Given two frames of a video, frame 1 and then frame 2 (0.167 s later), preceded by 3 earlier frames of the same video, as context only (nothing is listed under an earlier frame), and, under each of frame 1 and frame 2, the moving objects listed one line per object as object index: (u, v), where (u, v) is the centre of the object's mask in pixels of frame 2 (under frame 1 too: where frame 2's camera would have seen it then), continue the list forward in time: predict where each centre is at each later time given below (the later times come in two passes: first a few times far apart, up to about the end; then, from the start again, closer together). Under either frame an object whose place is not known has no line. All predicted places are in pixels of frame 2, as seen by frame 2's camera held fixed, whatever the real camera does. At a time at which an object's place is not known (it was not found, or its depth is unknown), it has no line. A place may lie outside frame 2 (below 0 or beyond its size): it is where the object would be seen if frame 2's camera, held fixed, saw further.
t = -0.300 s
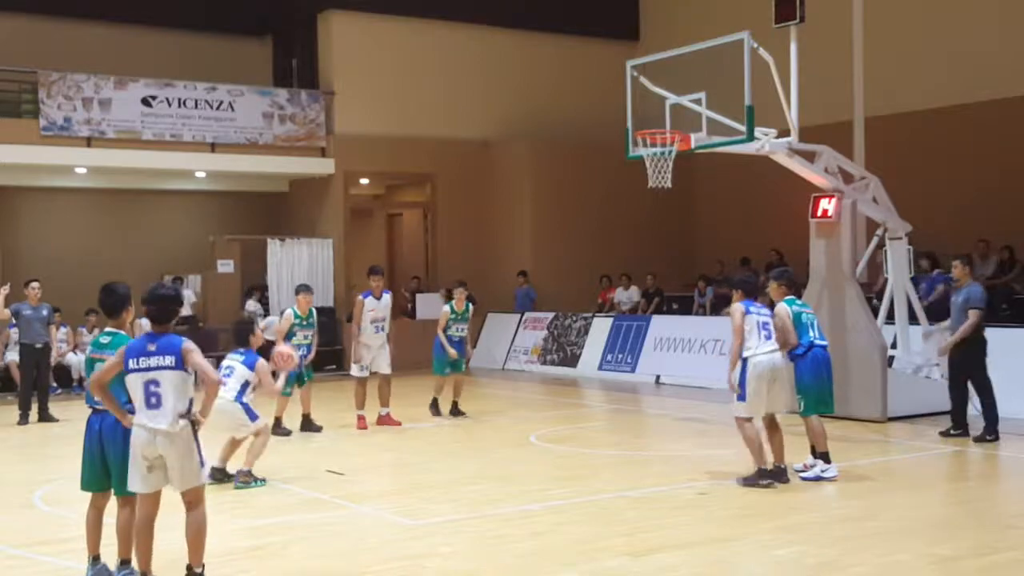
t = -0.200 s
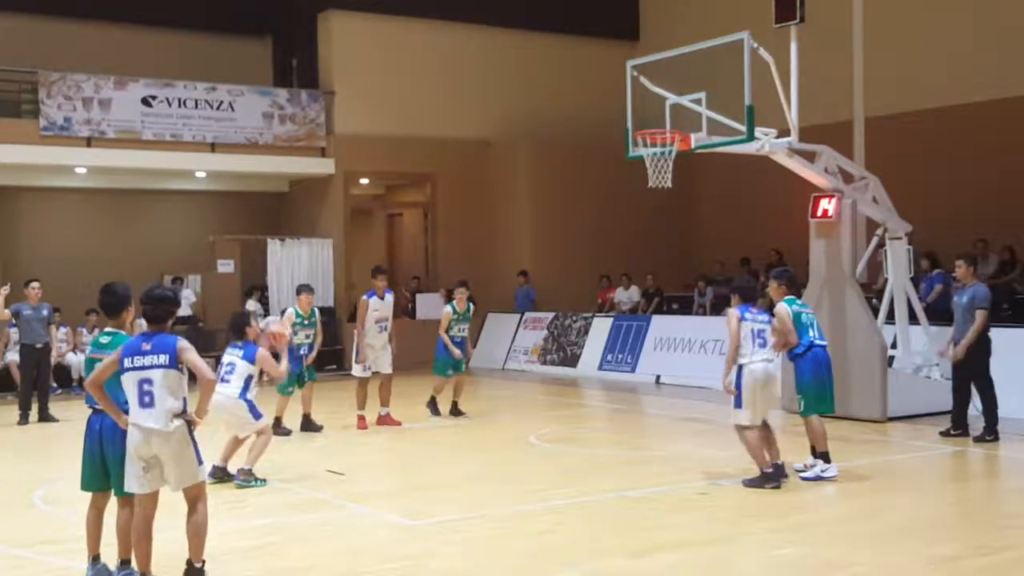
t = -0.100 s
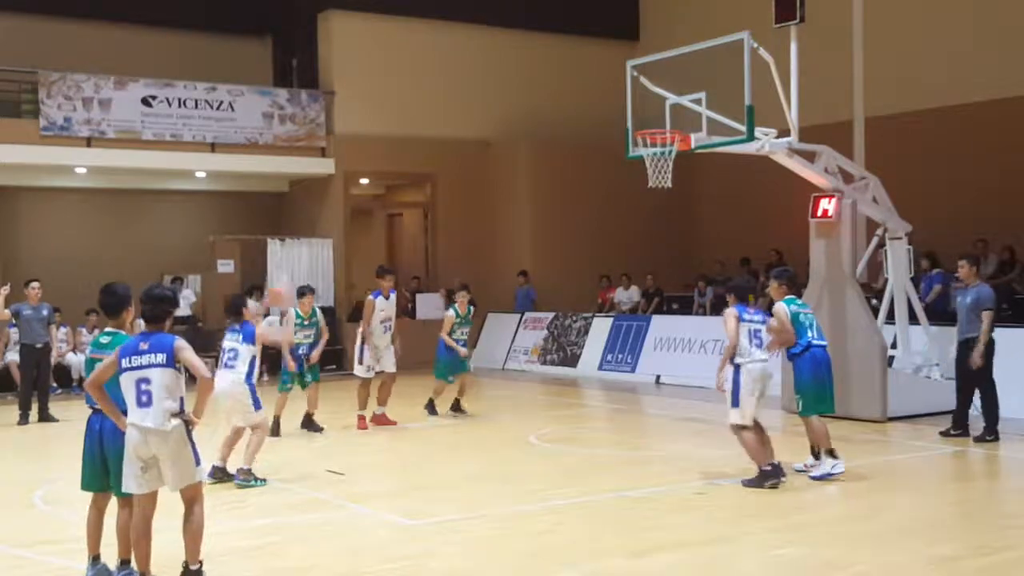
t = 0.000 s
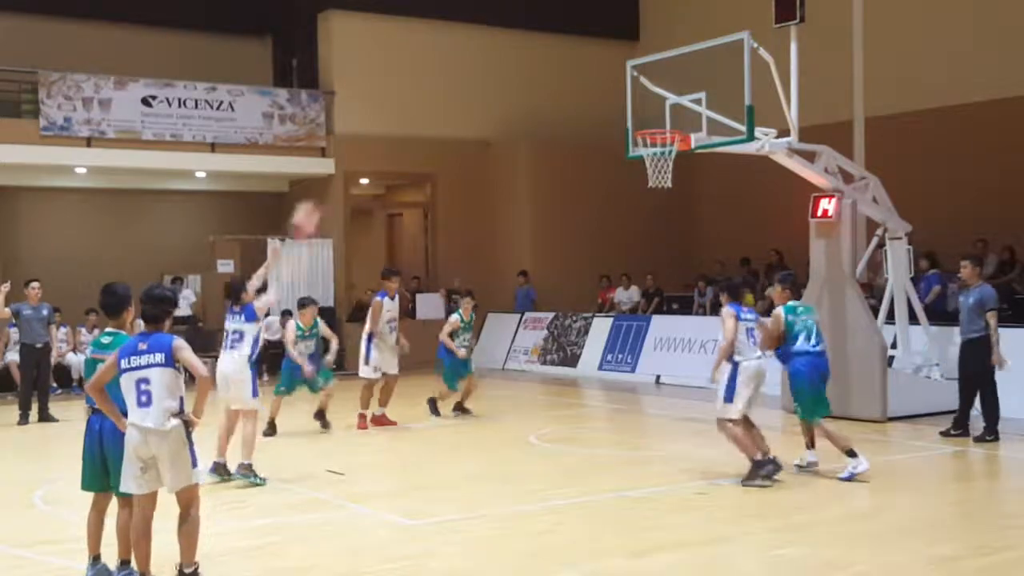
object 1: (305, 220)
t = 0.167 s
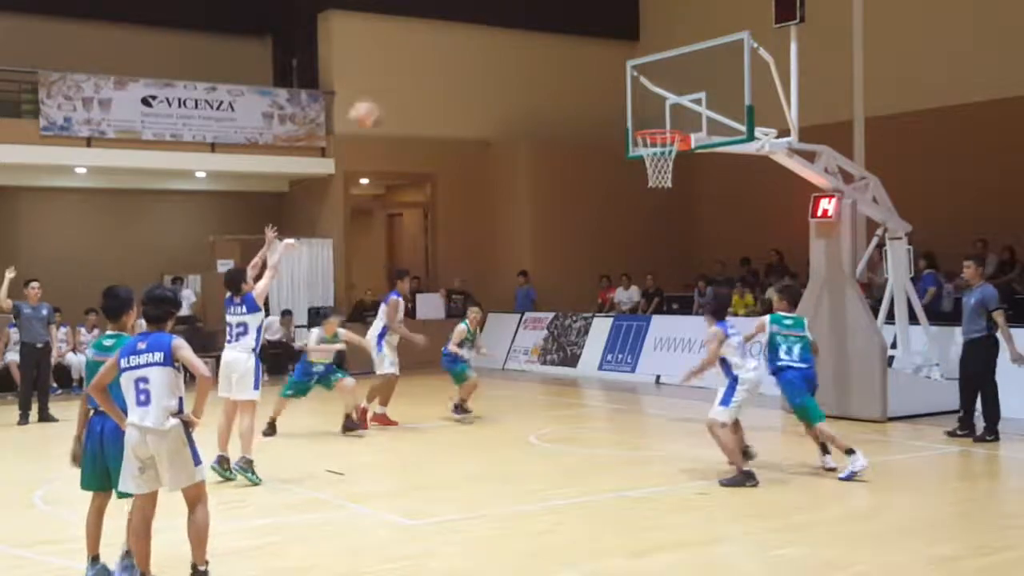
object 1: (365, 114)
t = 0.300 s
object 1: (405, 58)
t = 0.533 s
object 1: (477, 10)
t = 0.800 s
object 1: (556, 18)
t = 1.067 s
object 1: (628, 96)
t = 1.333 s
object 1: (631, 87)
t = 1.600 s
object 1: (613, 104)
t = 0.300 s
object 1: (405, 58)
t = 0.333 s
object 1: (414, 46)
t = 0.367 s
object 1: (426, 38)
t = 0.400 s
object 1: (436, 25)
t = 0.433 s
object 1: (446, 20)
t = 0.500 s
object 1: (467, 12)
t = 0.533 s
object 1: (477, 10)
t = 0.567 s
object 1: (487, 8)
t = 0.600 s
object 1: (497, 7)
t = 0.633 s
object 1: (508, 7)
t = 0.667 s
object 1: (518, 8)
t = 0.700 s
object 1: (527, 9)
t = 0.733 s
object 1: (537, 10)
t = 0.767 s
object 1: (546, 13)
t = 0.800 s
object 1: (556, 18)
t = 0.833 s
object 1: (566, 24)
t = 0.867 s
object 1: (575, 31)
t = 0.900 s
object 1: (584, 39)
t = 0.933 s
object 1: (593, 49)
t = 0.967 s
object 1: (602, 59)
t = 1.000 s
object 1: (611, 70)
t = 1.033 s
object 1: (618, 82)
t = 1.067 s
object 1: (628, 96)
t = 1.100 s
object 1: (638, 111)
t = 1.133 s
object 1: (644, 119)
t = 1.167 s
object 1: (642, 113)
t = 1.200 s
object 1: (640, 106)
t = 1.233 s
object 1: (638, 101)
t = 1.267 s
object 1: (636, 96)
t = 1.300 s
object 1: (633, 92)
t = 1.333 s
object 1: (631, 87)
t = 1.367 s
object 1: (628, 85)
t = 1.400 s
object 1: (627, 85)
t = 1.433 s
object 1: (625, 85)
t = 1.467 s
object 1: (622, 85)
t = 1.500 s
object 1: (619, 89)
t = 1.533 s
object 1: (617, 93)
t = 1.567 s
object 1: (614, 98)
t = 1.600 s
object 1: (613, 104)
